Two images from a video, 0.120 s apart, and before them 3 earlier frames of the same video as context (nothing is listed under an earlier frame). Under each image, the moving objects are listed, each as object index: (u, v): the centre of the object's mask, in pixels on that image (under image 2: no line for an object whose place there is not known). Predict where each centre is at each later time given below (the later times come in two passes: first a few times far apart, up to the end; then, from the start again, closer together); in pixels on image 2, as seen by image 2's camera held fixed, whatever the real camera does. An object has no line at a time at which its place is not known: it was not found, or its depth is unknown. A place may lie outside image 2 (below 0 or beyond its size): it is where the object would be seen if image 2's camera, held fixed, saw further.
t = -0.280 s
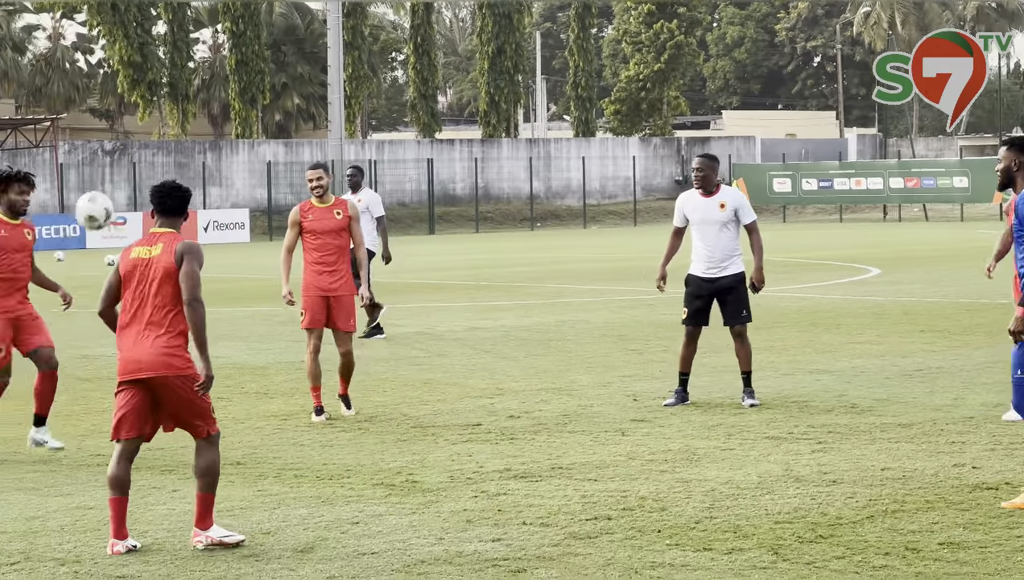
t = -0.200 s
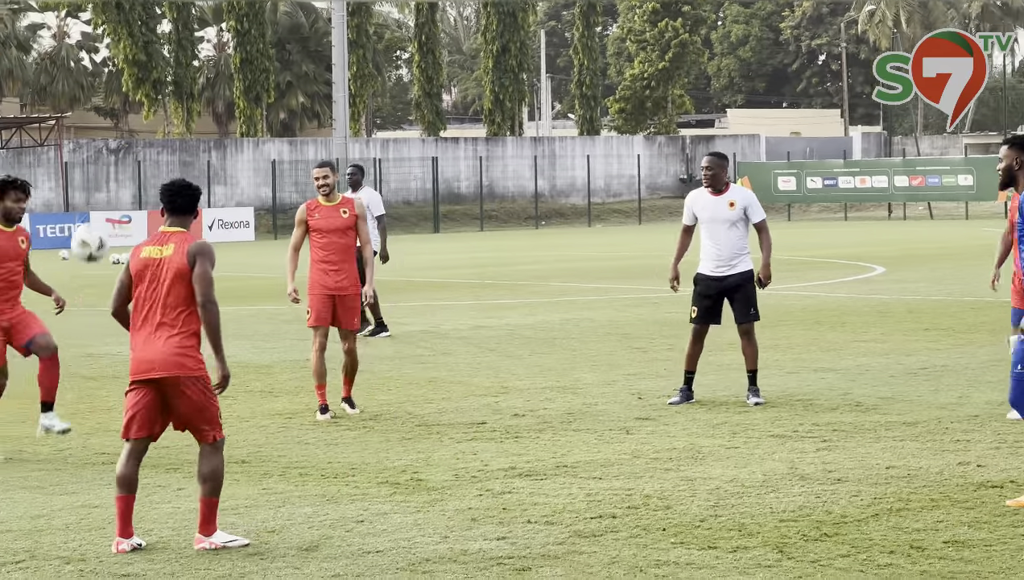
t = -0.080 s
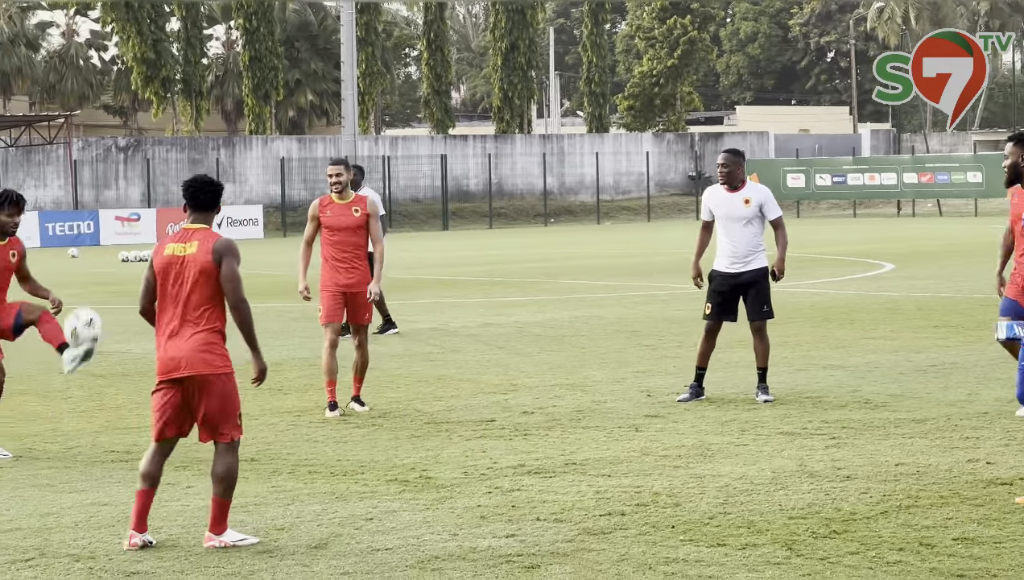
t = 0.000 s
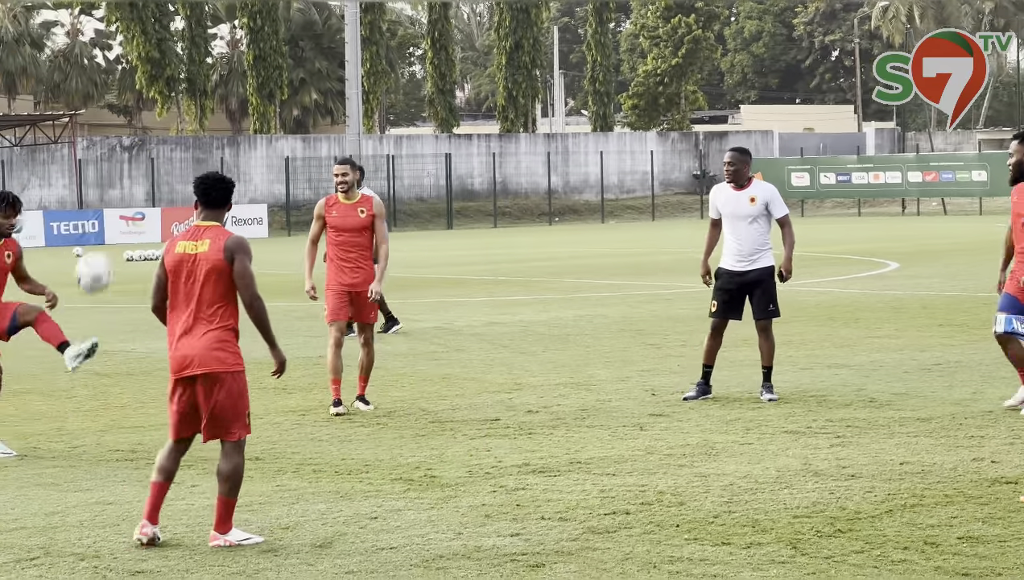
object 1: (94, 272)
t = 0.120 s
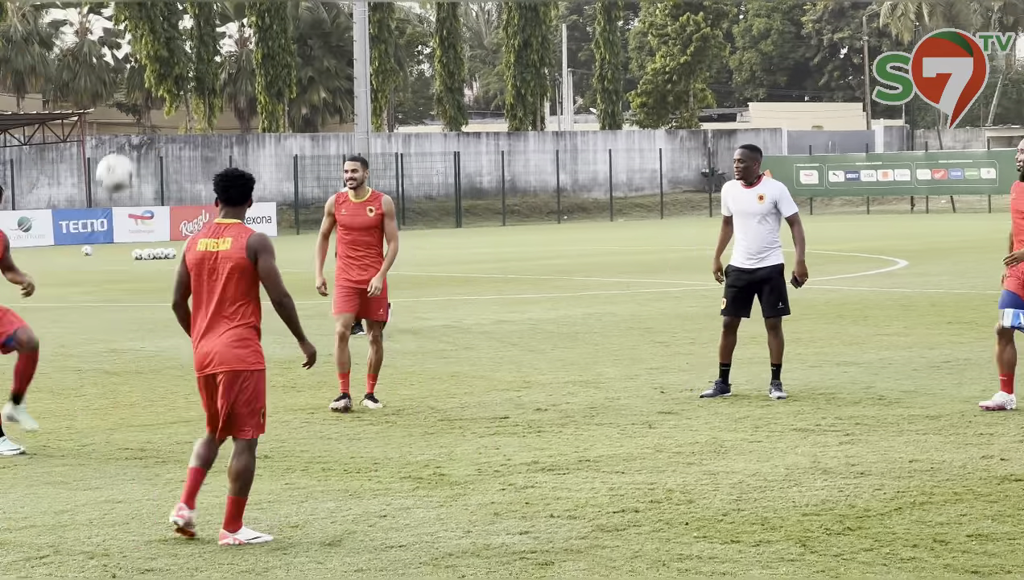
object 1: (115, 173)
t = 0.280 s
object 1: (129, 100)
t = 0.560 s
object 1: (156, 64)
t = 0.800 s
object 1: (178, 126)
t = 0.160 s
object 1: (118, 153)
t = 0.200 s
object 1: (121, 134)
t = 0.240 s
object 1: (126, 113)
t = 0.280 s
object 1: (129, 100)
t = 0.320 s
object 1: (134, 85)
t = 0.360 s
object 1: (137, 75)
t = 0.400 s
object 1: (140, 70)
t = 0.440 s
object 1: (145, 63)
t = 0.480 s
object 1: (148, 62)
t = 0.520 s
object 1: (153, 63)
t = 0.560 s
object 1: (156, 64)
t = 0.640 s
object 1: (164, 77)
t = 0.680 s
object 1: (168, 86)
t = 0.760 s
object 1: (176, 112)
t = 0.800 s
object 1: (178, 126)
